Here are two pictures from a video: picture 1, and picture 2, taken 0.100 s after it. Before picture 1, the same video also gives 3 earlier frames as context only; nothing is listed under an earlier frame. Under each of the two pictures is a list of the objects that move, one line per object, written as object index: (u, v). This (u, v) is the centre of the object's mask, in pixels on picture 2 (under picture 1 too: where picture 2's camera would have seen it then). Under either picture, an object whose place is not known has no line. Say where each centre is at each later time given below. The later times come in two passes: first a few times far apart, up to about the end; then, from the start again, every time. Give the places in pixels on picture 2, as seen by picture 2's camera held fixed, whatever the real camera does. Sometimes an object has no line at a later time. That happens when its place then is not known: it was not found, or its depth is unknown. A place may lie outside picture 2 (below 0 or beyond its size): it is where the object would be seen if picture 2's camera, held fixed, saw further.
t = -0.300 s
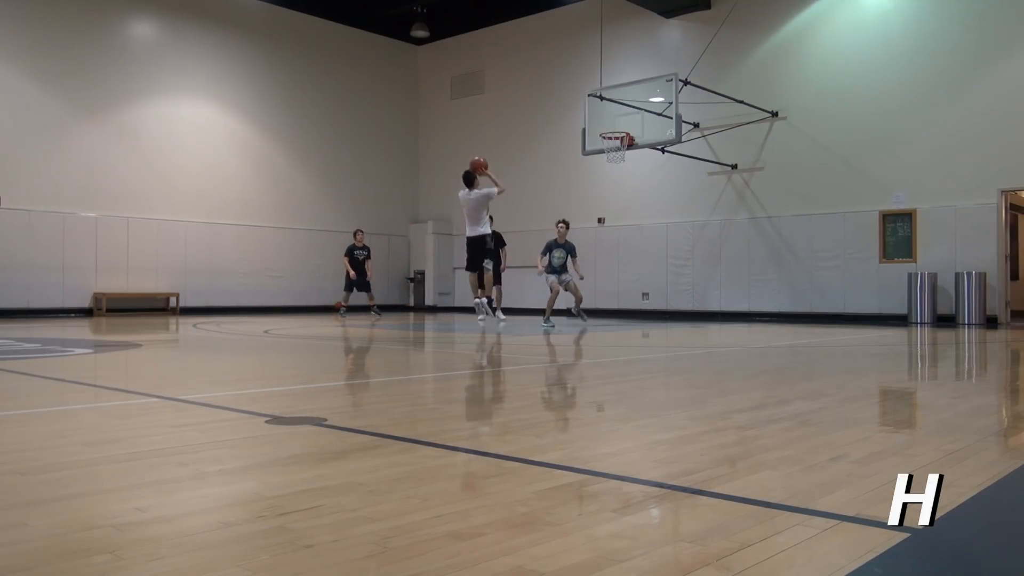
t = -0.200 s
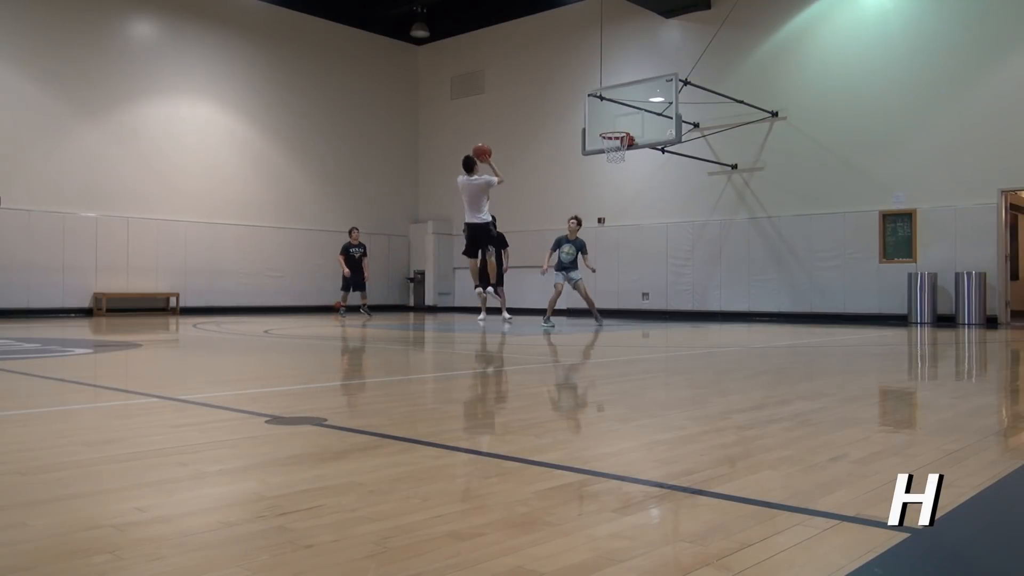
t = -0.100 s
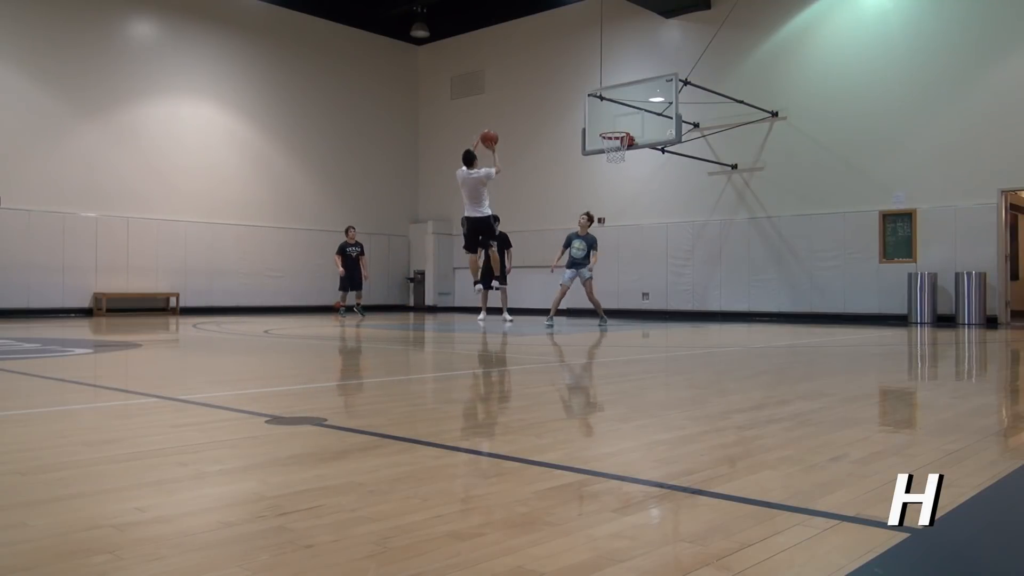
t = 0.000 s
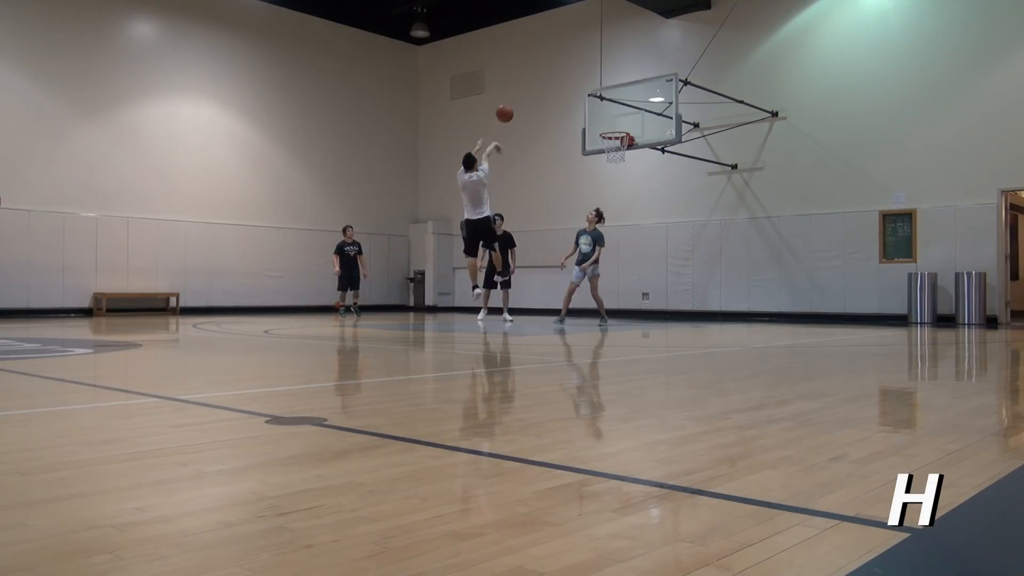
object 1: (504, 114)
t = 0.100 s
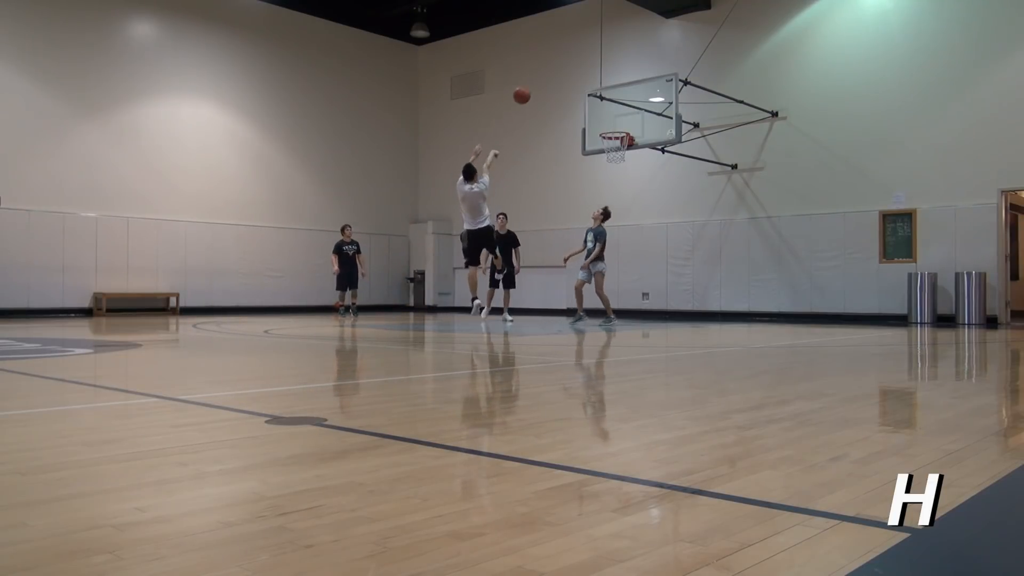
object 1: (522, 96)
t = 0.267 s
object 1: (548, 83)
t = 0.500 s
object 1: (580, 94)
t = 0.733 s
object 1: (603, 122)
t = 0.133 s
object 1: (527, 91)
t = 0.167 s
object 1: (532, 88)
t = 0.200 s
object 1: (538, 85)
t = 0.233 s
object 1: (543, 83)
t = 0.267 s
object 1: (548, 83)
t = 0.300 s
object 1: (553, 82)
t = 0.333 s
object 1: (558, 82)
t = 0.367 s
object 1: (562, 83)
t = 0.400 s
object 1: (567, 85)
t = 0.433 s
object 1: (571, 88)
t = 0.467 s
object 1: (576, 91)
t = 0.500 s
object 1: (580, 94)
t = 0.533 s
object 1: (584, 99)
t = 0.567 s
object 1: (588, 104)
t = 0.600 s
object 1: (592, 110)
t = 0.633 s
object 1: (597, 116)
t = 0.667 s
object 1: (601, 123)
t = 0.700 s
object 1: (603, 126)
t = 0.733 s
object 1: (603, 122)
